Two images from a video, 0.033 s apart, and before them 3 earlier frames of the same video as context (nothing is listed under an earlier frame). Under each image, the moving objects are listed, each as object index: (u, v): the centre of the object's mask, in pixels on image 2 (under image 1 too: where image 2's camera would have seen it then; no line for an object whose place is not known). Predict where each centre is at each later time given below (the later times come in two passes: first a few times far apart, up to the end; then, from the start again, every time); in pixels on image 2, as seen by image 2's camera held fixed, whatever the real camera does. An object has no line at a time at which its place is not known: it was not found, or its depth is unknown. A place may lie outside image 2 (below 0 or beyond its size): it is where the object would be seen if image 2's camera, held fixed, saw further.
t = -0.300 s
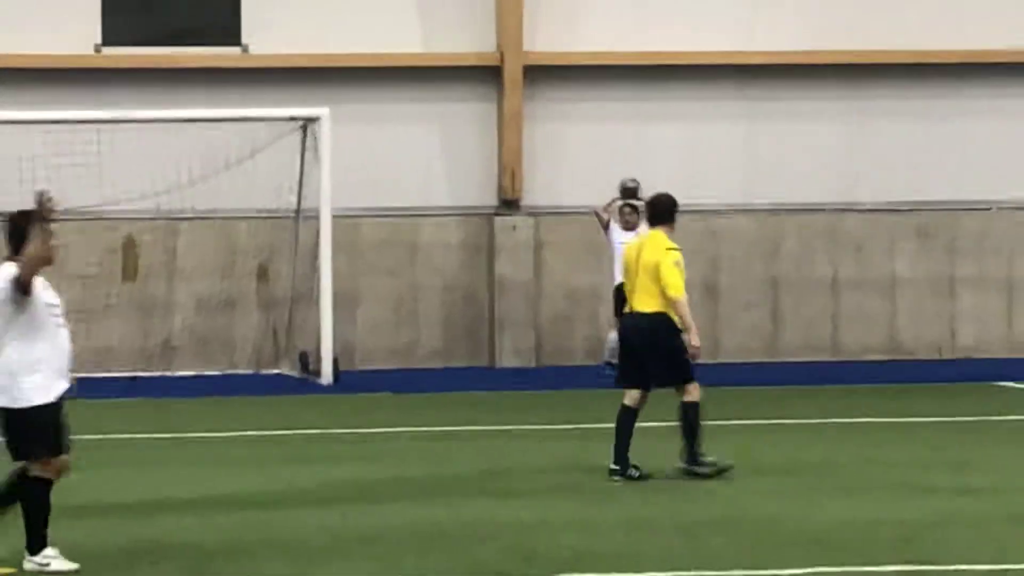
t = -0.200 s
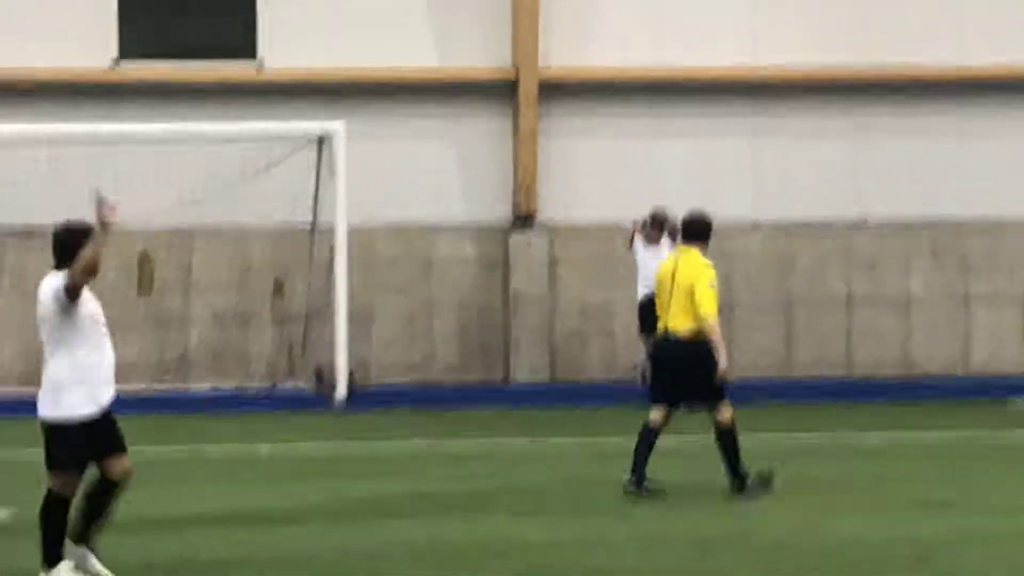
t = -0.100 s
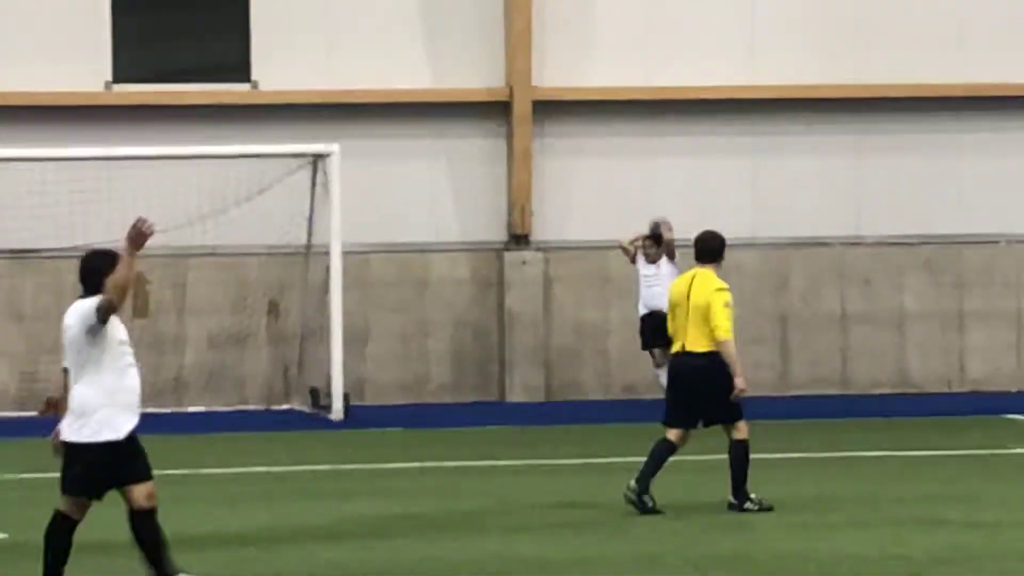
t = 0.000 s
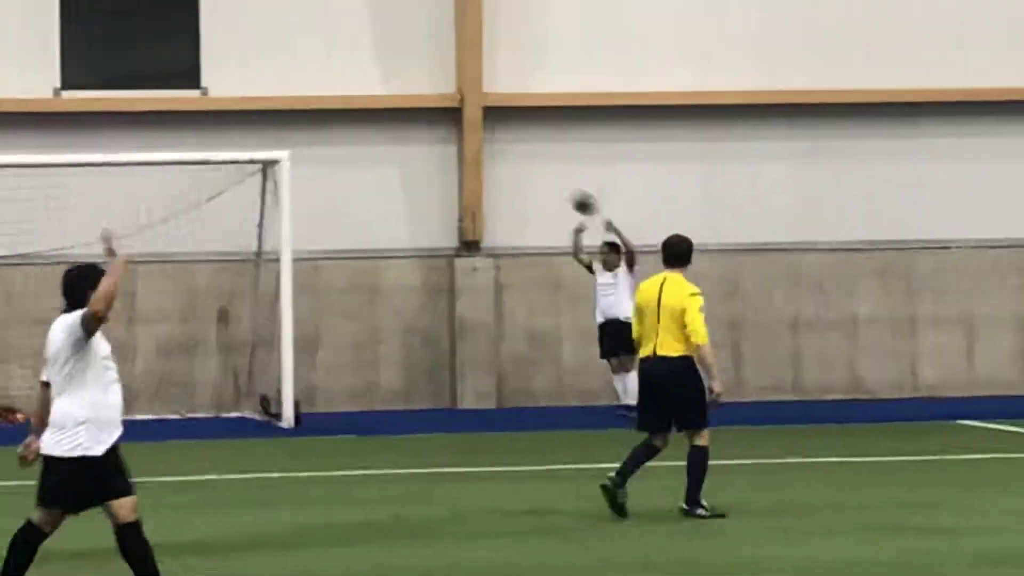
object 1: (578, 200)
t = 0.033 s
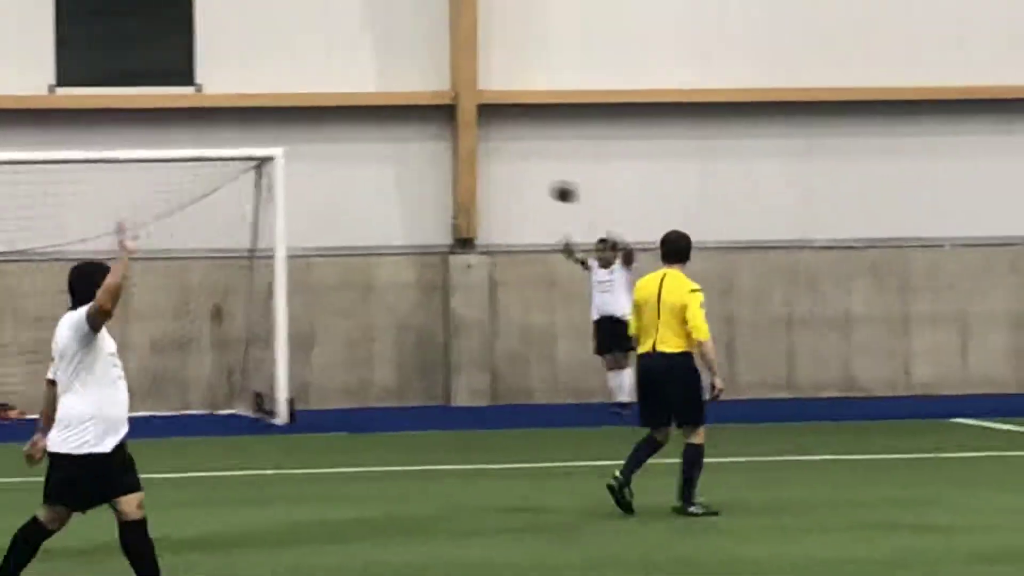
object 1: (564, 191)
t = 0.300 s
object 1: (445, 160)
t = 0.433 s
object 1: (385, 174)
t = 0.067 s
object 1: (550, 183)
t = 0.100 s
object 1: (535, 177)
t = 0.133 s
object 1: (521, 171)
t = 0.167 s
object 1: (505, 167)
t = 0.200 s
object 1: (491, 162)
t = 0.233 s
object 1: (477, 161)
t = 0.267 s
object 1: (461, 161)
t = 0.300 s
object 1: (445, 160)
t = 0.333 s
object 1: (430, 162)
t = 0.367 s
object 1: (414, 164)
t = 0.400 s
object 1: (399, 169)
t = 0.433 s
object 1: (385, 174)
